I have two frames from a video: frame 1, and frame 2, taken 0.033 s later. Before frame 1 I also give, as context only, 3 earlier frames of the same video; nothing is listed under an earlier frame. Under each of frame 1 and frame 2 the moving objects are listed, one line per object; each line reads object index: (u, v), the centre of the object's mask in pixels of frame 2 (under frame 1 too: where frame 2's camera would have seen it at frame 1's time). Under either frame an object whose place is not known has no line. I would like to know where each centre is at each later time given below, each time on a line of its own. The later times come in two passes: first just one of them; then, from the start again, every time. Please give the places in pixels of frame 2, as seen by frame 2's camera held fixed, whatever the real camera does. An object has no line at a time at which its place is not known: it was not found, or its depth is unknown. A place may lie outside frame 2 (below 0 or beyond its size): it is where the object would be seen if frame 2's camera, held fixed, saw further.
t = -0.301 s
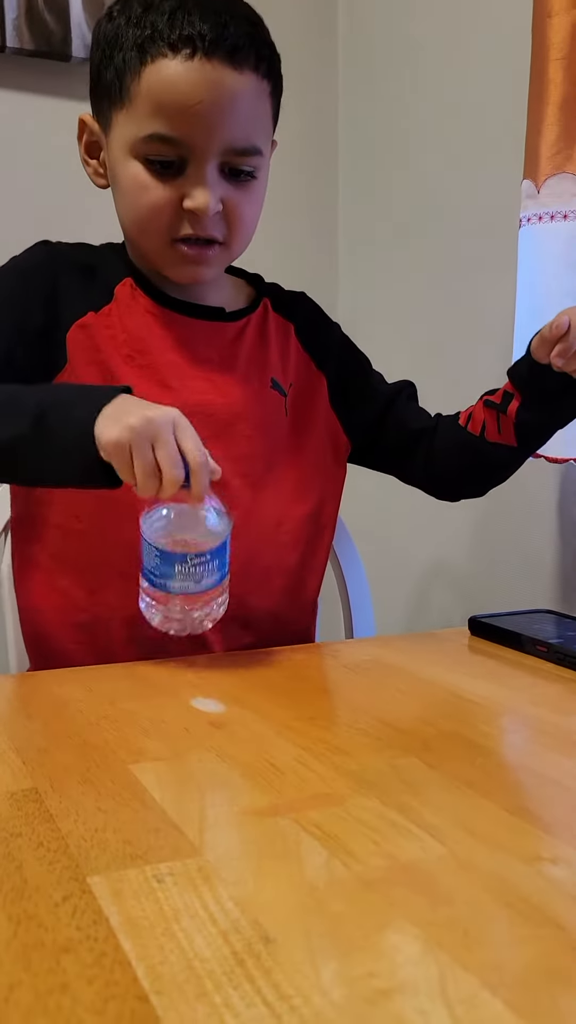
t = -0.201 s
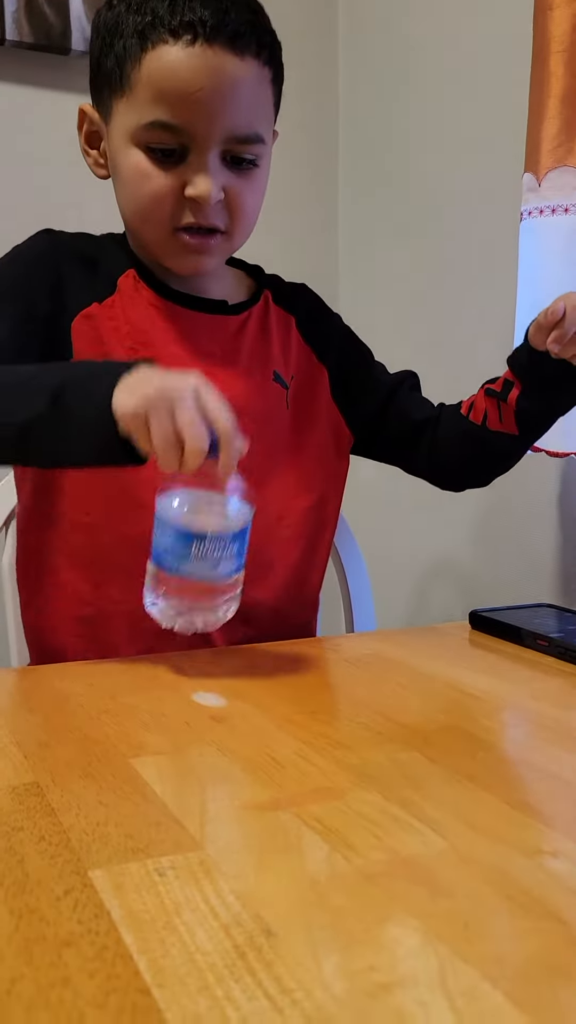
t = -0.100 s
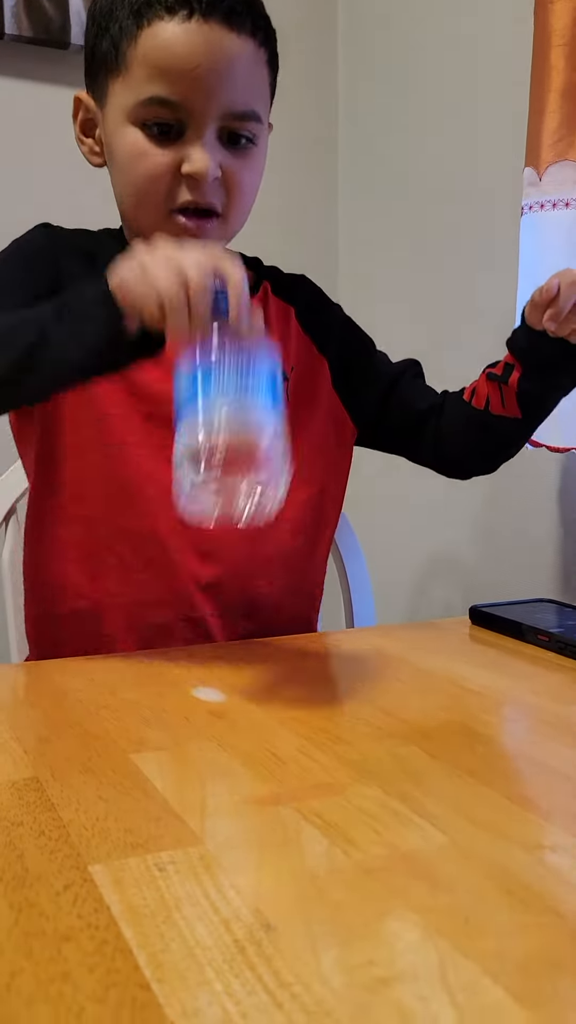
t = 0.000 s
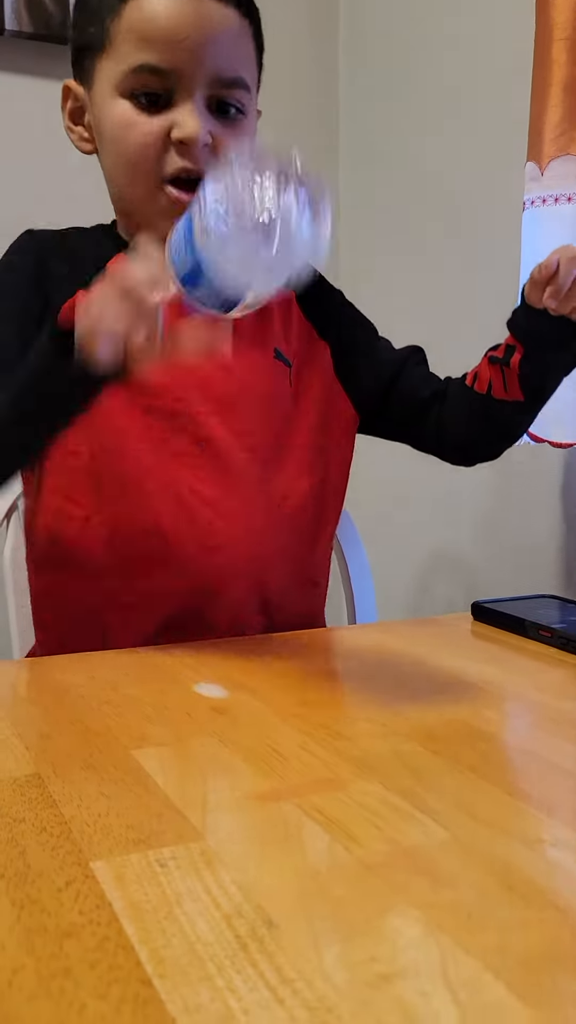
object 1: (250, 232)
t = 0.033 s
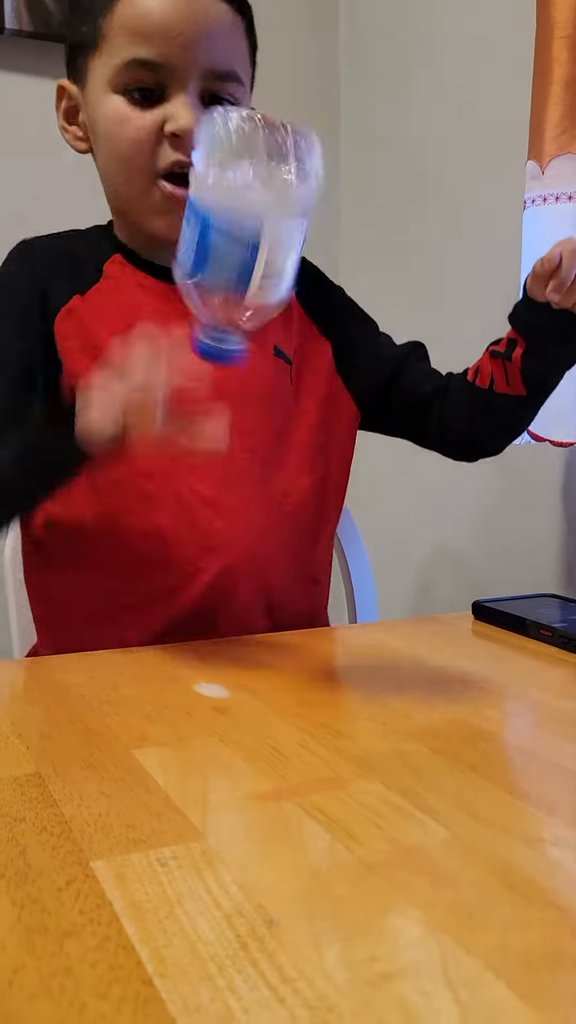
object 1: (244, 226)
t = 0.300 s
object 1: (237, 610)
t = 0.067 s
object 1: (250, 211)
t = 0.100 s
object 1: (249, 203)
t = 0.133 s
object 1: (242, 219)
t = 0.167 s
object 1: (243, 263)
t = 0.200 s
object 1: (242, 324)
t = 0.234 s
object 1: (241, 403)
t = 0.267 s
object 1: (237, 508)
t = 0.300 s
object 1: (237, 610)
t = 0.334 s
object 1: (227, 605)
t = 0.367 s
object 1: (220, 600)
